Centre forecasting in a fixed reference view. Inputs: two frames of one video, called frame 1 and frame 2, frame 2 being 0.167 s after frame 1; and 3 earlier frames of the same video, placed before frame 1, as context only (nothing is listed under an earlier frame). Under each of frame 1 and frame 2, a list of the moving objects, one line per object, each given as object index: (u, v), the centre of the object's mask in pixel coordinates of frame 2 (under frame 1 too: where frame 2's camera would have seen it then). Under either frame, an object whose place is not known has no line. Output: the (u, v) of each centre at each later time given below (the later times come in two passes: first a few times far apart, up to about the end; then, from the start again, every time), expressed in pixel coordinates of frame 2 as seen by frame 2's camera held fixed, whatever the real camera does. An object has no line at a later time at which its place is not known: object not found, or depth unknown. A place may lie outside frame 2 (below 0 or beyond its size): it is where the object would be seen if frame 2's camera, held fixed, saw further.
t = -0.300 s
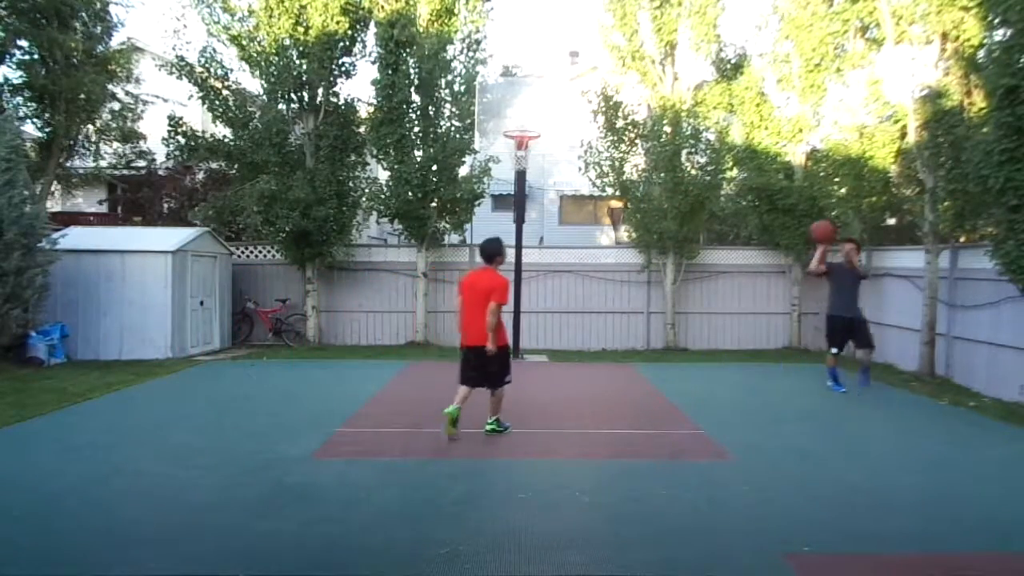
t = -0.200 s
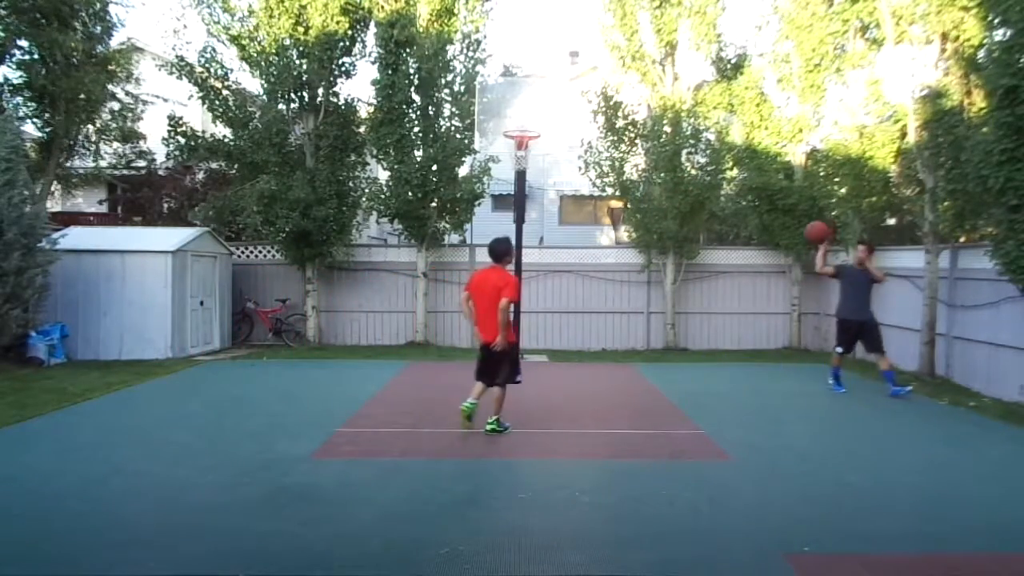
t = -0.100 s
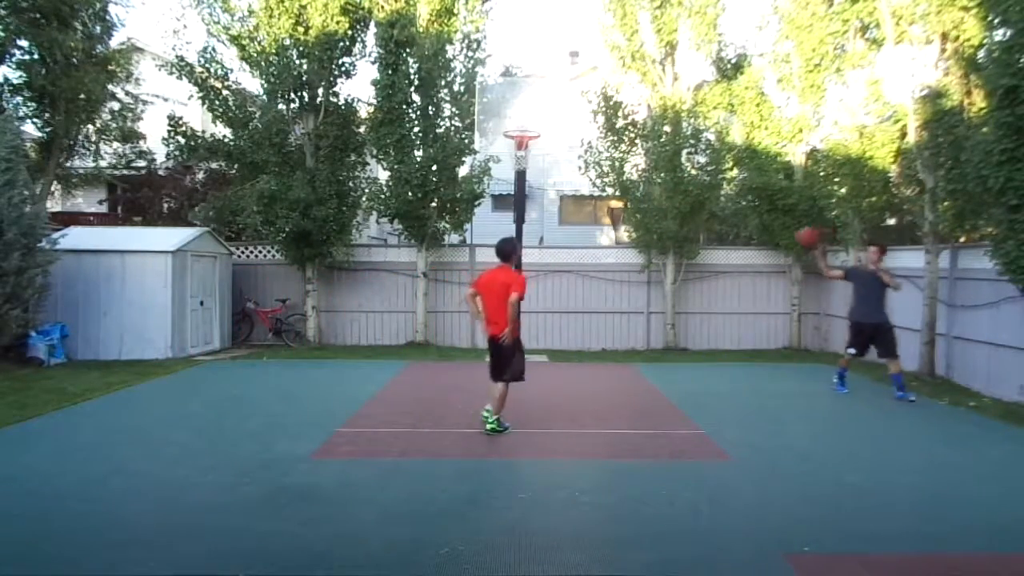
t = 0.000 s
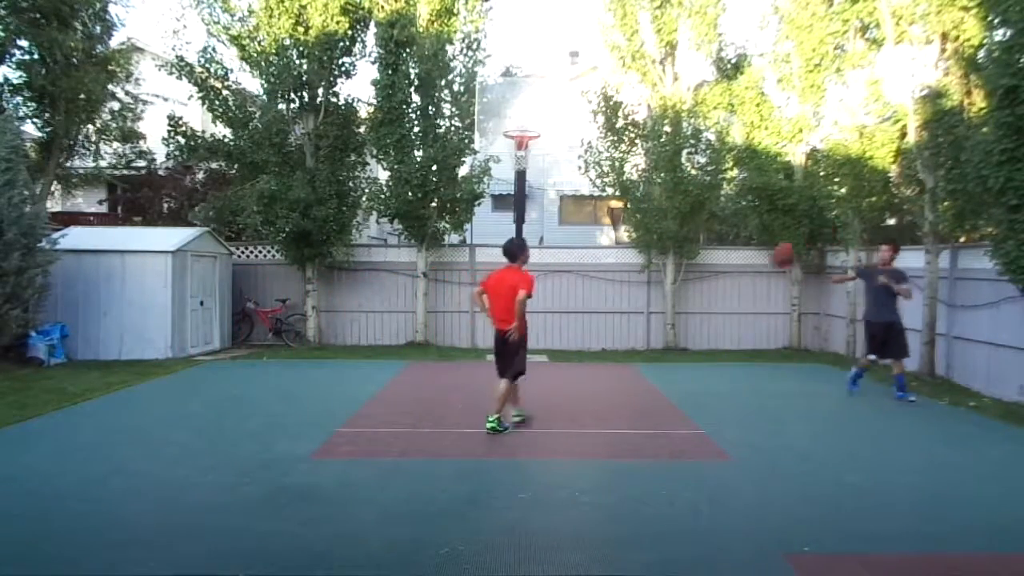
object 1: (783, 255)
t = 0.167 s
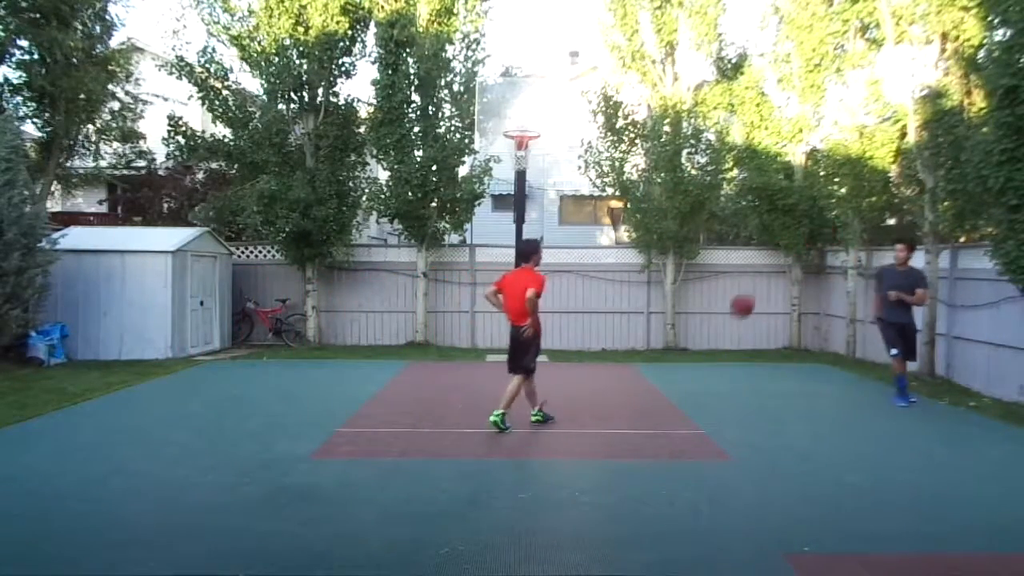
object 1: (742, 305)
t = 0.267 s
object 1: (717, 349)
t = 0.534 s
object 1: (674, 326)
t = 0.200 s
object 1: (733, 319)
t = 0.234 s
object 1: (726, 333)
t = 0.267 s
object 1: (717, 349)
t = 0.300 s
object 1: (708, 370)
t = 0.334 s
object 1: (699, 389)
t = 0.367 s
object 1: (692, 393)
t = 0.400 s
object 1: (689, 376)
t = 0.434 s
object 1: (684, 361)
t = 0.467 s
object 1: (683, 350)
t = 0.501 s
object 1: (677, 337)
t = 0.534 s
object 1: (674, 326)
